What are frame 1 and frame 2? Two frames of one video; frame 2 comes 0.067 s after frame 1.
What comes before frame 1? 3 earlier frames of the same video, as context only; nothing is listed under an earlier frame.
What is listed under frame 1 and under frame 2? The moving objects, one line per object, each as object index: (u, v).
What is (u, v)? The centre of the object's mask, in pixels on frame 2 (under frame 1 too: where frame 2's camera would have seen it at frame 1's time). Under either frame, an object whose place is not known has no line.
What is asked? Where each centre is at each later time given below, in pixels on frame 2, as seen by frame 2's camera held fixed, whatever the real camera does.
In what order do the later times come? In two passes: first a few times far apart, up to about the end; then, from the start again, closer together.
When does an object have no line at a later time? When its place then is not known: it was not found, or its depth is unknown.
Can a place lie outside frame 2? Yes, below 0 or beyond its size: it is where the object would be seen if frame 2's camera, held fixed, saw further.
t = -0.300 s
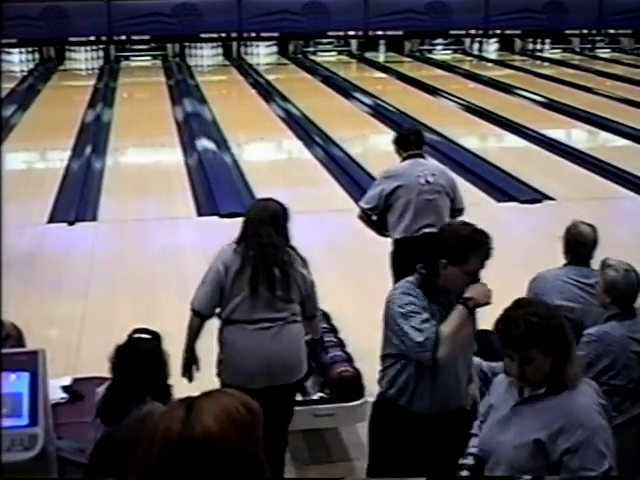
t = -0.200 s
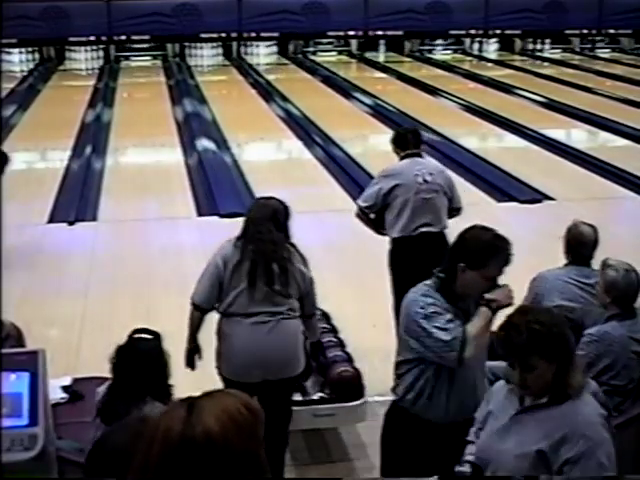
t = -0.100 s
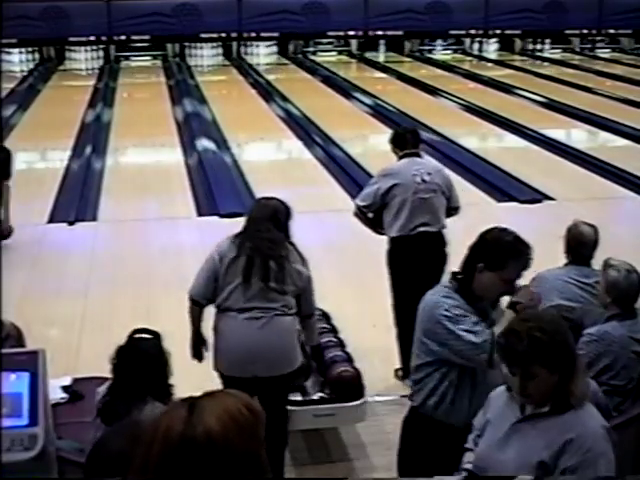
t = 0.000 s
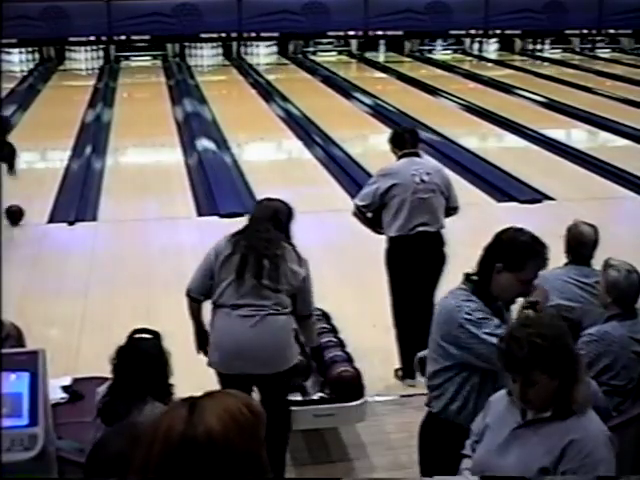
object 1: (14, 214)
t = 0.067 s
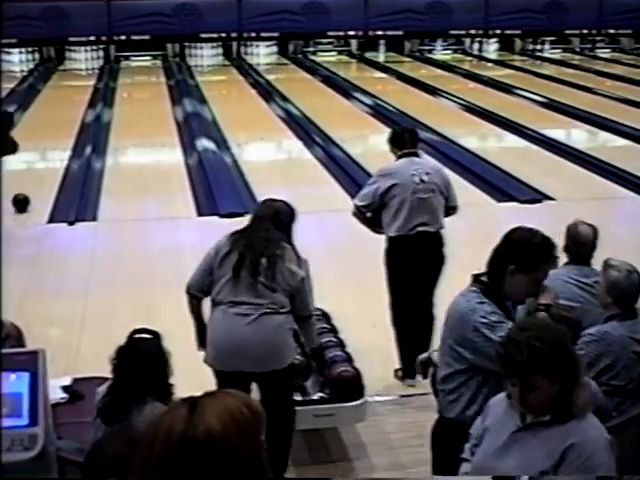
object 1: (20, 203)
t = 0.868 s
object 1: (65, 114)
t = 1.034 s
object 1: (70, 104)
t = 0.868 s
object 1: (65, 114)
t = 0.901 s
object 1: (66, 112)
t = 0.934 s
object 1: (67, 110)
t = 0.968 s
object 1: (68, 107)
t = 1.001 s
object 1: (69, 106)
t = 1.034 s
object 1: (70, 104)
